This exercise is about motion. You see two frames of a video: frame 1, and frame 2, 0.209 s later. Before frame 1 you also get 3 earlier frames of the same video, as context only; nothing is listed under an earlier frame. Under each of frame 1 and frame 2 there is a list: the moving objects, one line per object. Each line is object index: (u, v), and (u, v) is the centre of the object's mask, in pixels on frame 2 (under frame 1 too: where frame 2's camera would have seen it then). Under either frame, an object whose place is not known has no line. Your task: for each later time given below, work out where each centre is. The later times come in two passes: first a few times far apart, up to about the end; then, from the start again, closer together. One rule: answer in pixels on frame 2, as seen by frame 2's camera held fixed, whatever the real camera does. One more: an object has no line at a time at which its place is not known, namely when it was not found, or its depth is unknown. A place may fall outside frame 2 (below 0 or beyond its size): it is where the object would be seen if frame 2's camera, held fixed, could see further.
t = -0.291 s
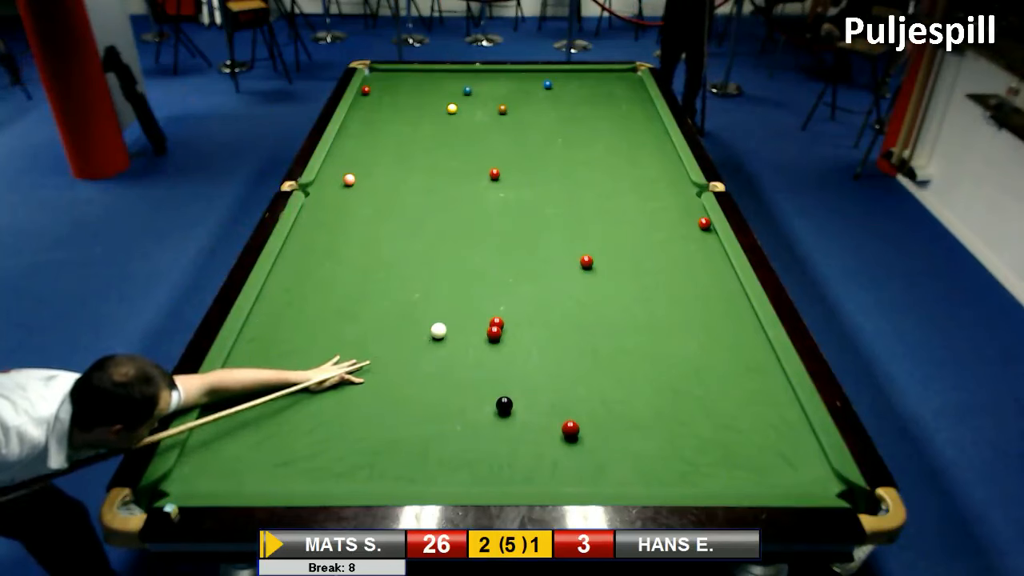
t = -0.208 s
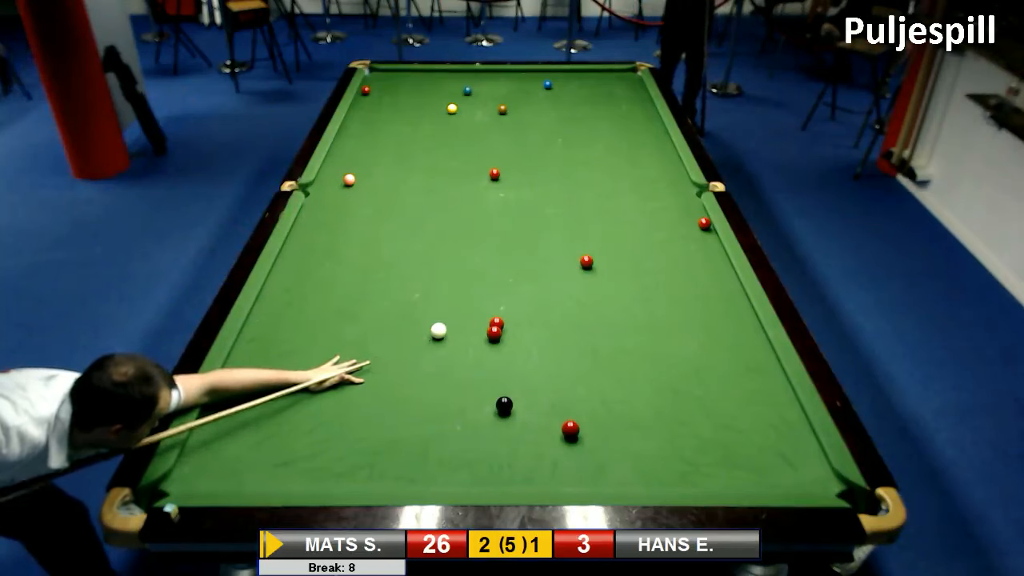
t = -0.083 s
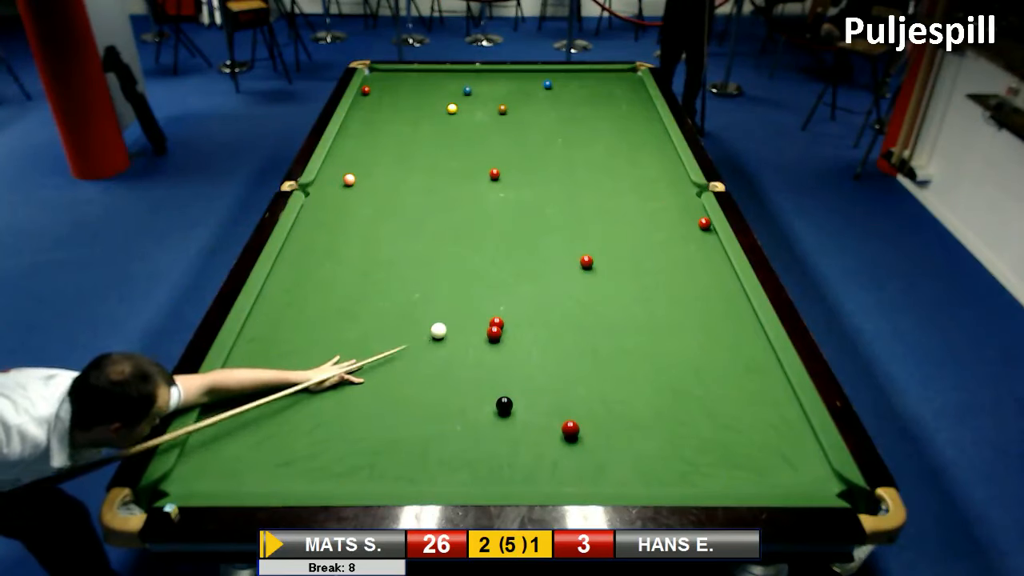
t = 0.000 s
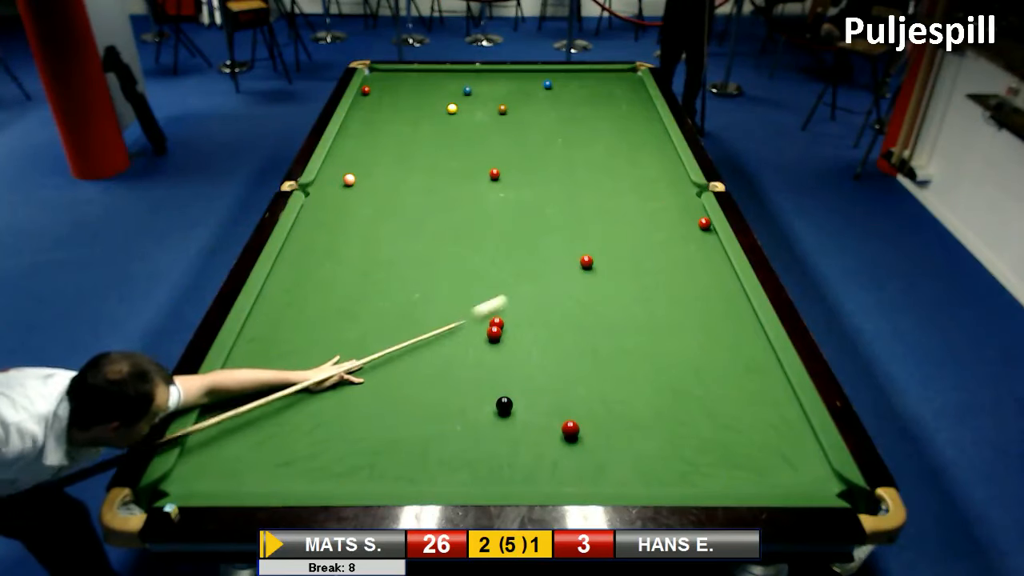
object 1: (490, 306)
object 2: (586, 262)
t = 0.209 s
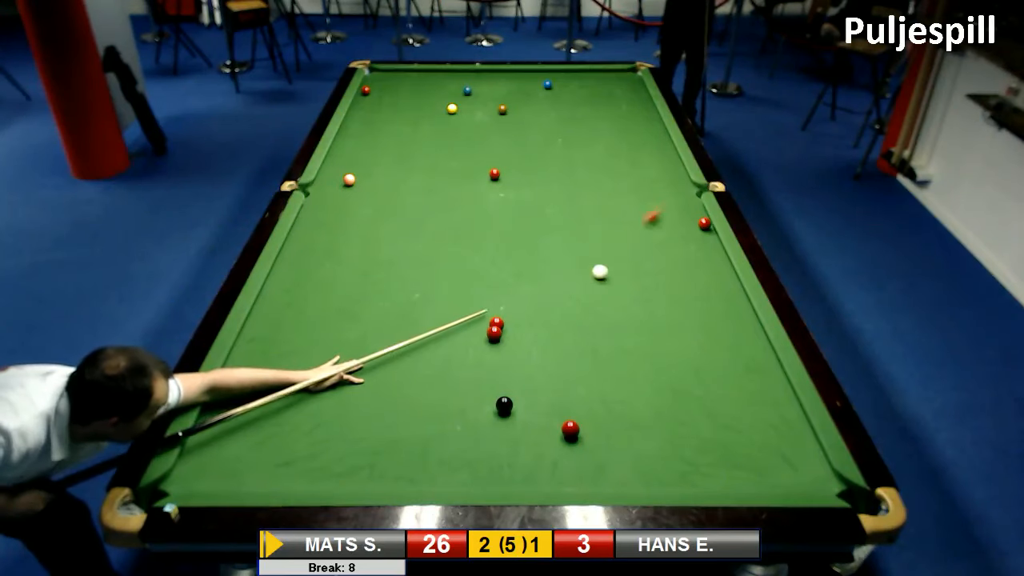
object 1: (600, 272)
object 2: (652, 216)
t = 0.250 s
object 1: (607, 273)
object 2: (671, 203)
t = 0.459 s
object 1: (641, 280)
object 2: (680, 221)
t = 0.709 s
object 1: (681, 287)
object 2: (641, 289)
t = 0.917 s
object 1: (714, 294)
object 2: (601, 364)
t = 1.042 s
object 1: (733, 297)
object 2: (570, 414)
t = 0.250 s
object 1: (607, 273)
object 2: (671, 203)
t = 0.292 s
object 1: (613, 274)
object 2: (690, 192)
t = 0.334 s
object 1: (620, 276)
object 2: (696, 189)
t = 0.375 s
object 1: (627, 277)
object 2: (691, 198)
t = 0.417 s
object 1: (634, 278)
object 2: (685, 210)
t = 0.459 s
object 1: (641, 280)
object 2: (680, 221)
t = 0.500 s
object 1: (647, 281)
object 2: (674, 231)
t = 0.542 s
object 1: (654, 282)
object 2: (668, 242)
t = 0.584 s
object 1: (661, 283)
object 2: (661, 253)
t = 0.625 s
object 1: (668, 285)
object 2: (655, 265)
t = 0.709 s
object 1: (681, 287)
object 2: (641, 289)
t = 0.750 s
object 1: (688, 289)
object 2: (634, 303)
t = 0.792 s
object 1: (694, 290)
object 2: (626, 317)
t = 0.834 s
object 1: (701, 291)
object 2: (618, 331)
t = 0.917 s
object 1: (714, 294)
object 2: (601, 364)
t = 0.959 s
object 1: (720, 295)
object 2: (591, 380)
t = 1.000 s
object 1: (727, 296)
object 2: (581, 398)
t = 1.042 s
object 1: (733, 297)
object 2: (570, 414)
